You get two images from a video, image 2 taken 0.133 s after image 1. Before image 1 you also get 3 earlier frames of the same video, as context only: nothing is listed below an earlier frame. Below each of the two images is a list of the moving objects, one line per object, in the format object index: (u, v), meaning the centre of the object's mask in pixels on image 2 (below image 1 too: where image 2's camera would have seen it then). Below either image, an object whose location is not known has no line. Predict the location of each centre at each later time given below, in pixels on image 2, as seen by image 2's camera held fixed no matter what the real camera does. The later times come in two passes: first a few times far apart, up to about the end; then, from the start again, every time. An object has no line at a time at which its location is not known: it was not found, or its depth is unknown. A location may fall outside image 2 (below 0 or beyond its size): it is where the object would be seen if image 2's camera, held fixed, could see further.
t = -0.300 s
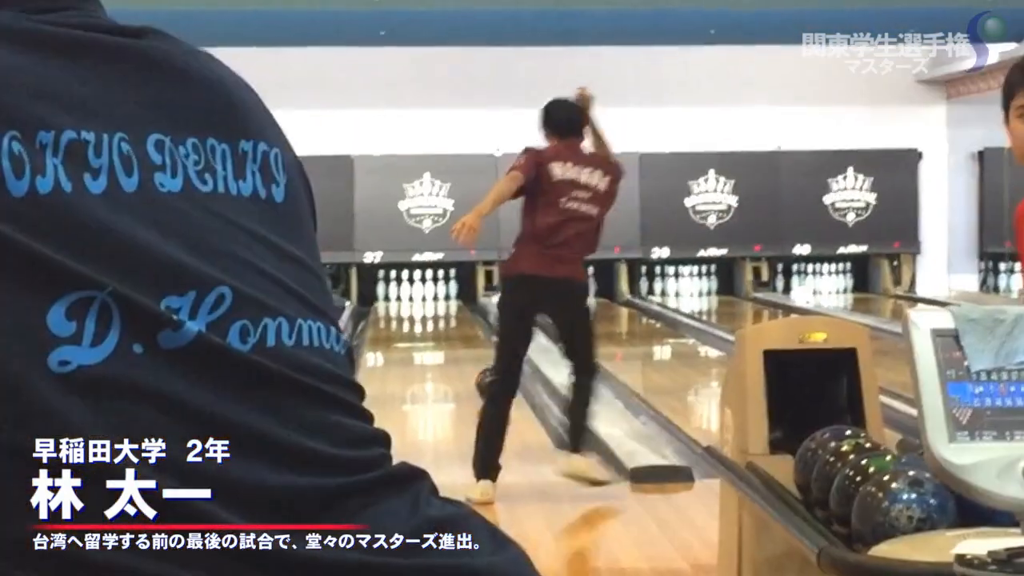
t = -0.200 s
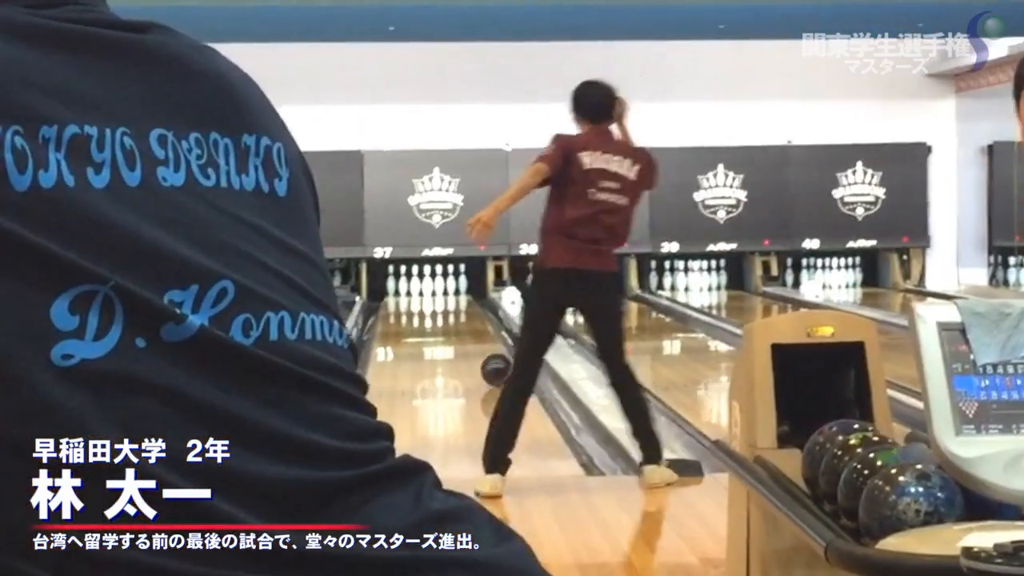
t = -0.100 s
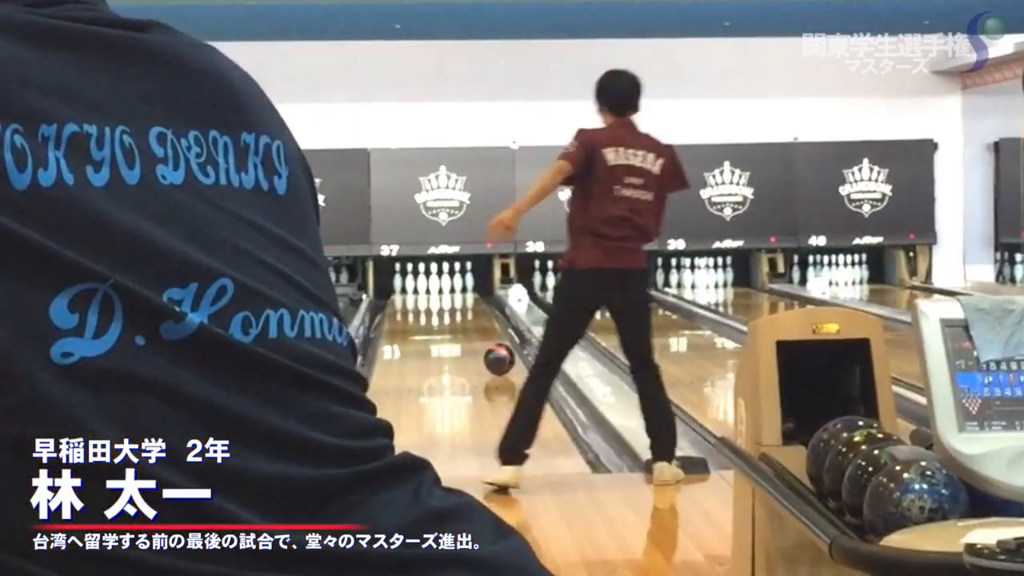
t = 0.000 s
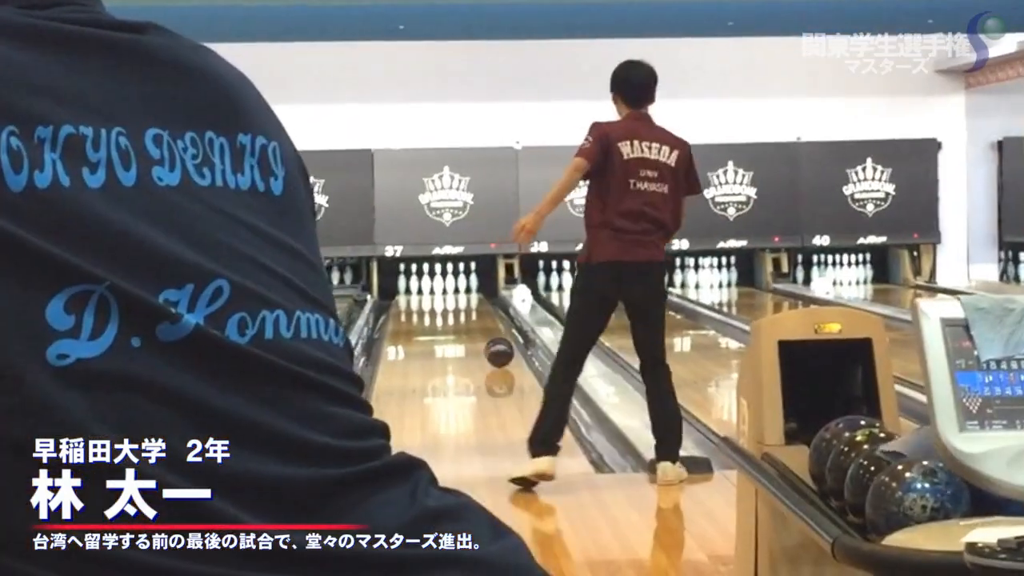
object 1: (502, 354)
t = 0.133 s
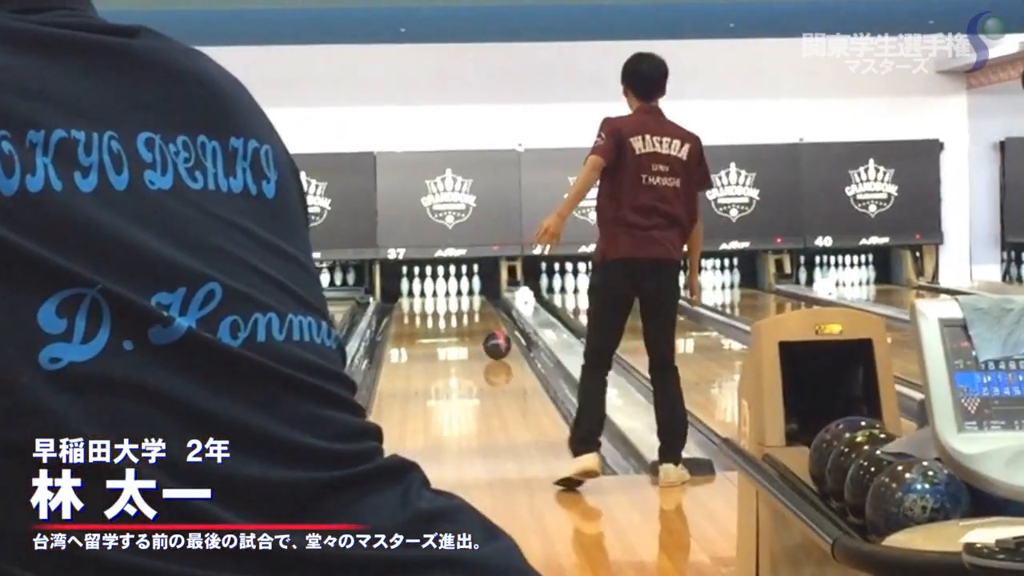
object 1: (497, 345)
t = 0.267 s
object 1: (493, 337)
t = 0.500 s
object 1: (485, 325)
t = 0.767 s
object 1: (479, 314)
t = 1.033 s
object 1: (473, 306)
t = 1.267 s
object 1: (466, 299)
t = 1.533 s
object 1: (456, 292)
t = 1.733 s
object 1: (448, 288)
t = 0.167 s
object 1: (495, 342)
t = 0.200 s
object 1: (495, 342)
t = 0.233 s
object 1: (493, 339)
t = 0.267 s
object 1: (493, 337)
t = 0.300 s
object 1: (492, 335)
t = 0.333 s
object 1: (491, 334)
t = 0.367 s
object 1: (490, 332)
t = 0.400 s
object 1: (488, 330)
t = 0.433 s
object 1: (487, 328)
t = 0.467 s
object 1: (486, 327)
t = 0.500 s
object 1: (485, 325)
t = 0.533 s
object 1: (485, 324)
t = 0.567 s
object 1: (485, 321)
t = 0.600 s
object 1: (483, 320)
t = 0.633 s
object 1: (482, 319)
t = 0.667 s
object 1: (482, 317)
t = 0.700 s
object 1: (481, 317)
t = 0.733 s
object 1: (480, 316)
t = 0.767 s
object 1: (479, 314)
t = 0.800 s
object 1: (478, 313)
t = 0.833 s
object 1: (478, 312)
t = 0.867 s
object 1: (477, 312)
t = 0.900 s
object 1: (476, 310)
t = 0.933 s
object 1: (475, 308)
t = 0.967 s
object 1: (474, 307)
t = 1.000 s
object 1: (474, 307)
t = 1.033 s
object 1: (473, 306)
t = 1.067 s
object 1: (472, 305)
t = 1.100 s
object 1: (471, 303)
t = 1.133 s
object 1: (470, 304)
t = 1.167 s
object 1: (470, 301)
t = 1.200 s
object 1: (469, 301)
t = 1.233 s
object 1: (467, 300)
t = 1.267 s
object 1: (466, 299)
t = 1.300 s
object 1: (465, 298)
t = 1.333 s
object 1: (464, 297)
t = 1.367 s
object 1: (464, 297)
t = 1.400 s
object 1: (462, 295)
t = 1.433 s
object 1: (461, 294)
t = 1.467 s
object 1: (459, 294)
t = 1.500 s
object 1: (458, 293)
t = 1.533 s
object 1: (456, 292)
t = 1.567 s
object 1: (455, 292)
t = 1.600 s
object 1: (454, 291)
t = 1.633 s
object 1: (452, 291)
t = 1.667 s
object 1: (451, 290)
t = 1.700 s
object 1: (449, 289)
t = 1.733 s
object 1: (448, 288)
